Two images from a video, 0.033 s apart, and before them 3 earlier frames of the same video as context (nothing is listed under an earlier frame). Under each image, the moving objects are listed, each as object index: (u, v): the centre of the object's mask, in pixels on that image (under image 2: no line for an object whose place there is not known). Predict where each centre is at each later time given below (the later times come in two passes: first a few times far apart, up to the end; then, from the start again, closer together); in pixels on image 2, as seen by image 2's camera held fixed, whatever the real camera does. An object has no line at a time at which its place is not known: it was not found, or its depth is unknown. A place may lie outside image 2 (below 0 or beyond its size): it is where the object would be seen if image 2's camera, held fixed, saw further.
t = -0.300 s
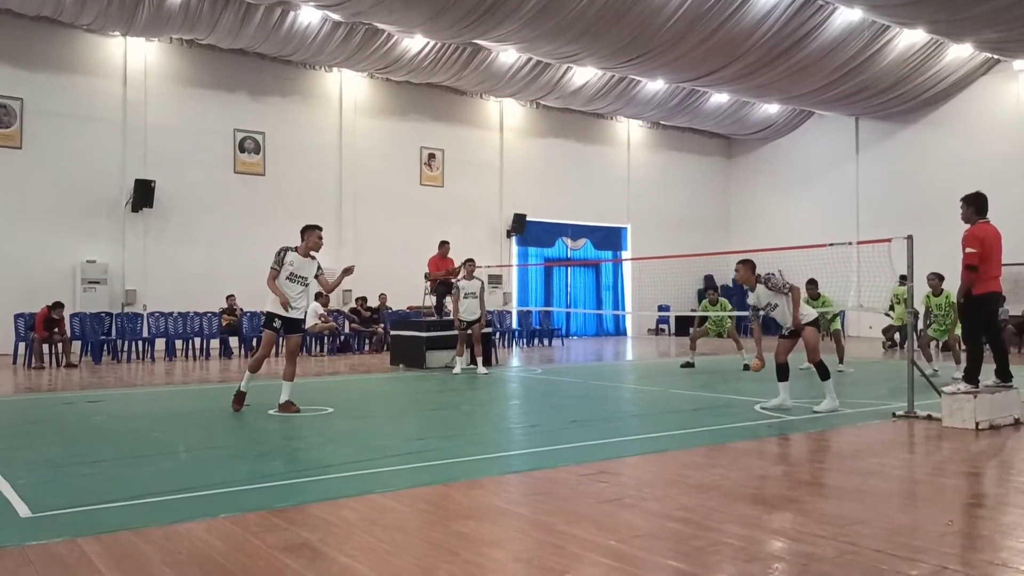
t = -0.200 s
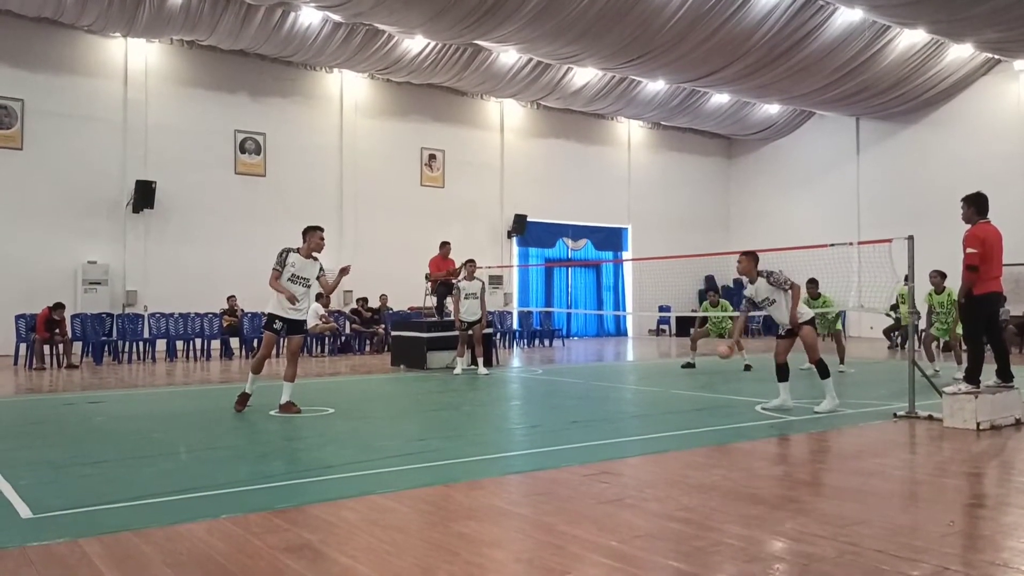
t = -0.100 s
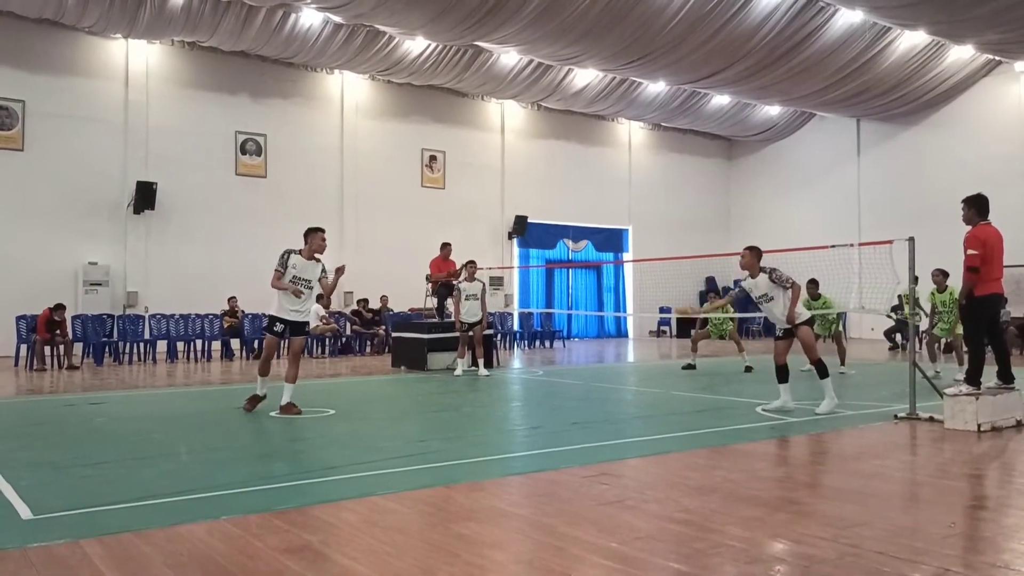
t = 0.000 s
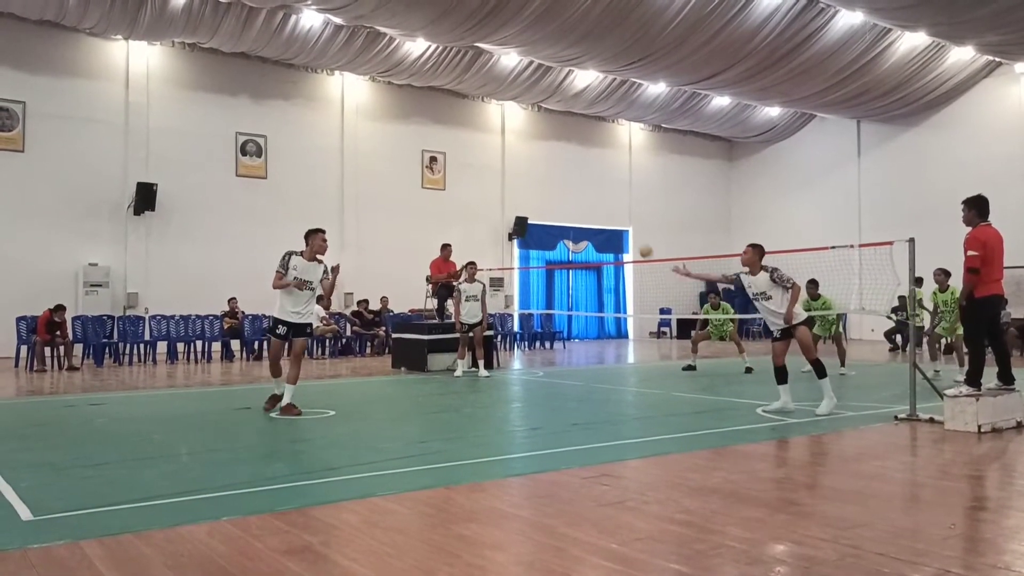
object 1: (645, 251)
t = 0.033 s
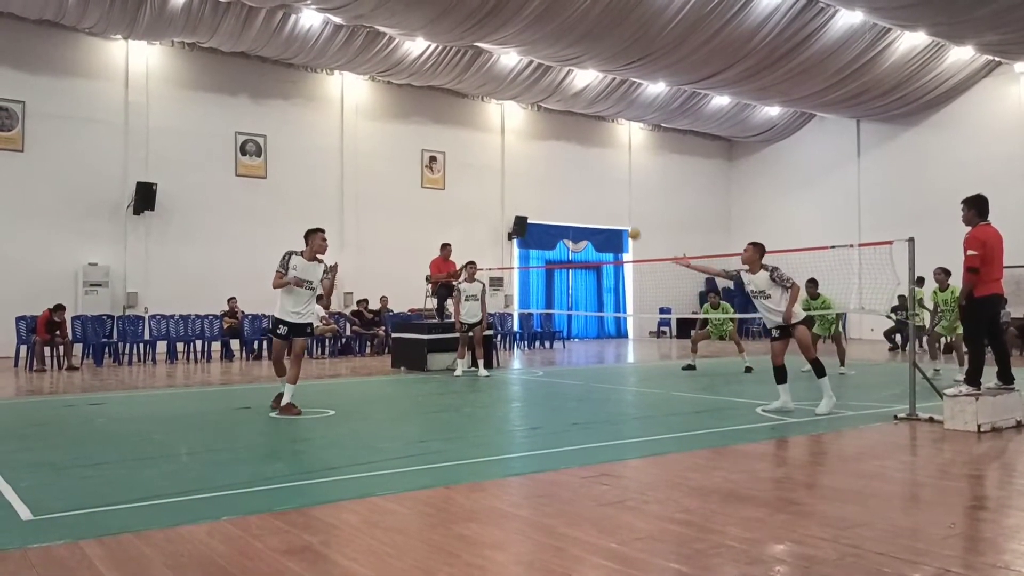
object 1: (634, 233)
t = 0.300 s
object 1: (540, 138)
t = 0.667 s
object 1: (413, 125)
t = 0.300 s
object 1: (540, 138)
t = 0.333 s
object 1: (529, 130)
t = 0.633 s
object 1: (424, 119)
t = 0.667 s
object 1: (413, 125)
